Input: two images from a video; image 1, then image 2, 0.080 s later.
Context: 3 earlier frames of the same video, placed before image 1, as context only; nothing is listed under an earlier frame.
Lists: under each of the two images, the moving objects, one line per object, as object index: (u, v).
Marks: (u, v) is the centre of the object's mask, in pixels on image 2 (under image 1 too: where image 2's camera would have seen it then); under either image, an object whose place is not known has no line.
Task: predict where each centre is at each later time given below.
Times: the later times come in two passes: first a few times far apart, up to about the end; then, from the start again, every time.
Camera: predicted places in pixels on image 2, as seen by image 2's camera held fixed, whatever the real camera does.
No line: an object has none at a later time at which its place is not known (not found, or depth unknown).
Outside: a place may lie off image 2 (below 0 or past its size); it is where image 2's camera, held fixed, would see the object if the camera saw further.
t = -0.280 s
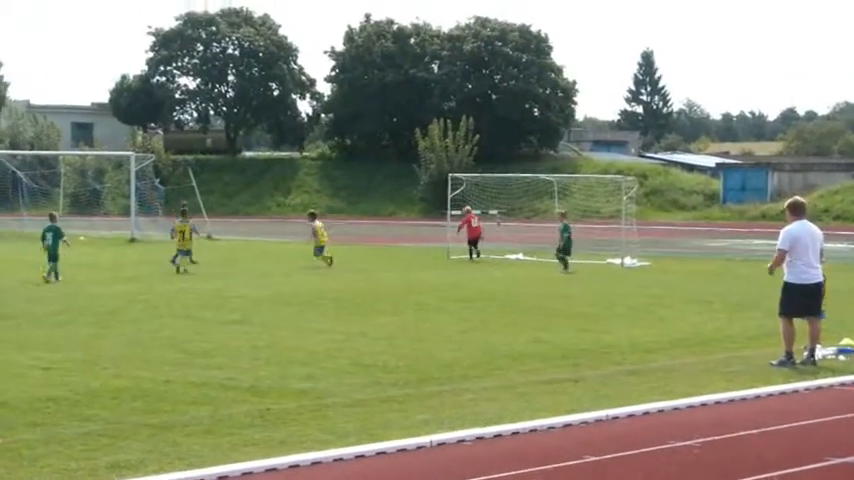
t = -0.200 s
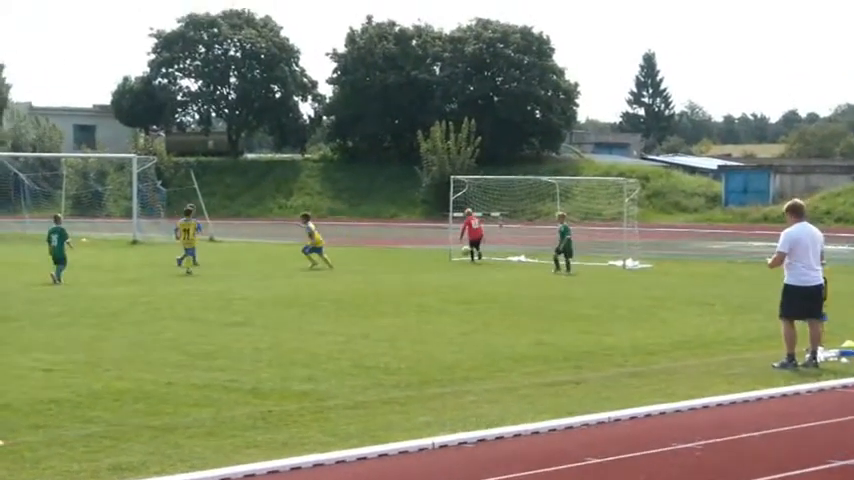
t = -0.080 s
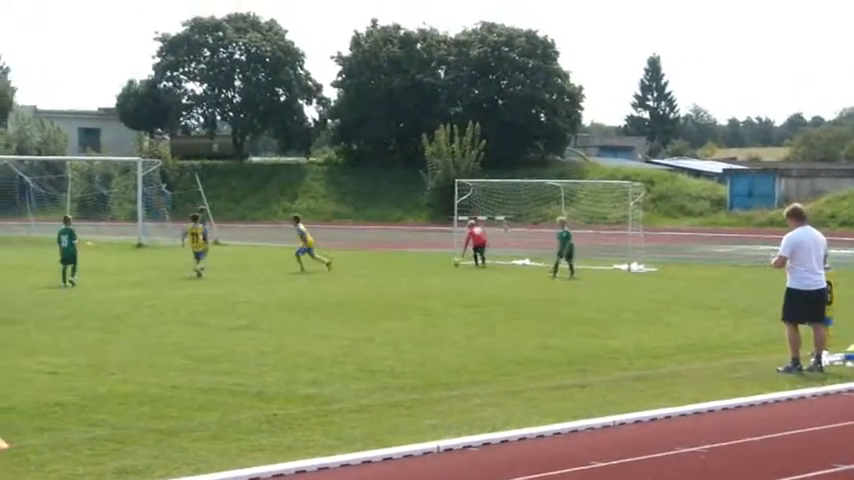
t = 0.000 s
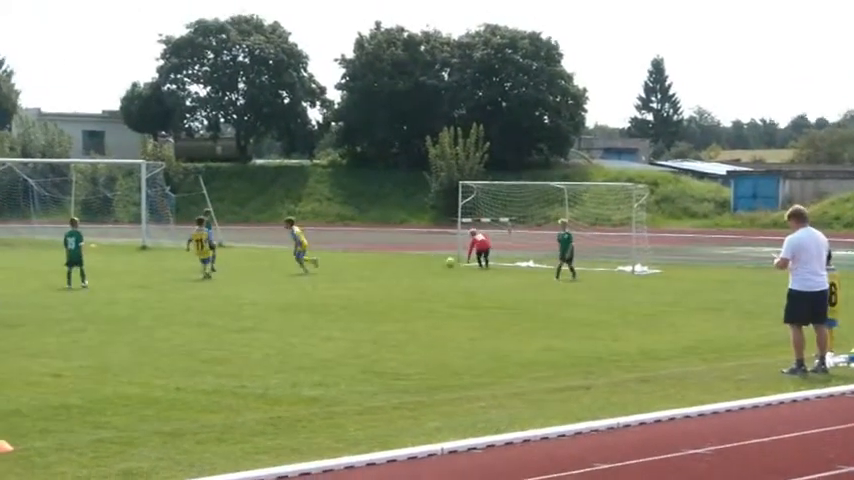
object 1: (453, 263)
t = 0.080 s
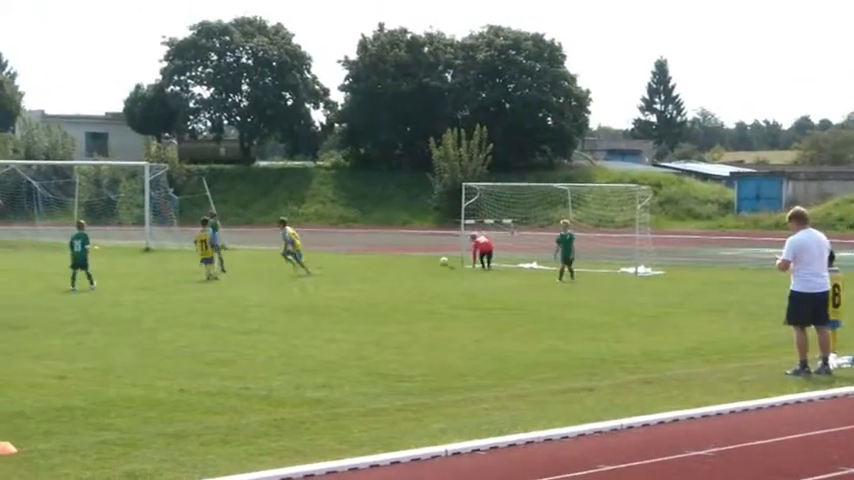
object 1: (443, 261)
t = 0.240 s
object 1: (426, 265)
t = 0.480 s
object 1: (398, 267)
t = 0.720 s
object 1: (370, 269)
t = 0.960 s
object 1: (345, 269)
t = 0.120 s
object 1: (439, 261)
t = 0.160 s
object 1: (435, 261)
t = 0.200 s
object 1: (430, 263)
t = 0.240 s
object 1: (426, 265)
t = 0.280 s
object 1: (420, 267)
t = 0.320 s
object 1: (416, 266)
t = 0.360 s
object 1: (411, 266)
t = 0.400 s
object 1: (406, 266)
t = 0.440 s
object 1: (401, 267)
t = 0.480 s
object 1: (398, 267)
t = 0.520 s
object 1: (392, 268)
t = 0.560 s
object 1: (388, 268)
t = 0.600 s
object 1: (383, 268)
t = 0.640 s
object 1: (379, 268)
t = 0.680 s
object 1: (375, 268)
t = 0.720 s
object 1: (370, 269)
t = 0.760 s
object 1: (366, 268)
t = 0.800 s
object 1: (362, 269)
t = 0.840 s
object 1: (358, 268)
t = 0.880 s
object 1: (355, 268)
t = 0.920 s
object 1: (349, 269)
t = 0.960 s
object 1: (345, 269)
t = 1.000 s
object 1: (341, 269)
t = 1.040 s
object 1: (336, 269)
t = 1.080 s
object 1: (333, 269)
